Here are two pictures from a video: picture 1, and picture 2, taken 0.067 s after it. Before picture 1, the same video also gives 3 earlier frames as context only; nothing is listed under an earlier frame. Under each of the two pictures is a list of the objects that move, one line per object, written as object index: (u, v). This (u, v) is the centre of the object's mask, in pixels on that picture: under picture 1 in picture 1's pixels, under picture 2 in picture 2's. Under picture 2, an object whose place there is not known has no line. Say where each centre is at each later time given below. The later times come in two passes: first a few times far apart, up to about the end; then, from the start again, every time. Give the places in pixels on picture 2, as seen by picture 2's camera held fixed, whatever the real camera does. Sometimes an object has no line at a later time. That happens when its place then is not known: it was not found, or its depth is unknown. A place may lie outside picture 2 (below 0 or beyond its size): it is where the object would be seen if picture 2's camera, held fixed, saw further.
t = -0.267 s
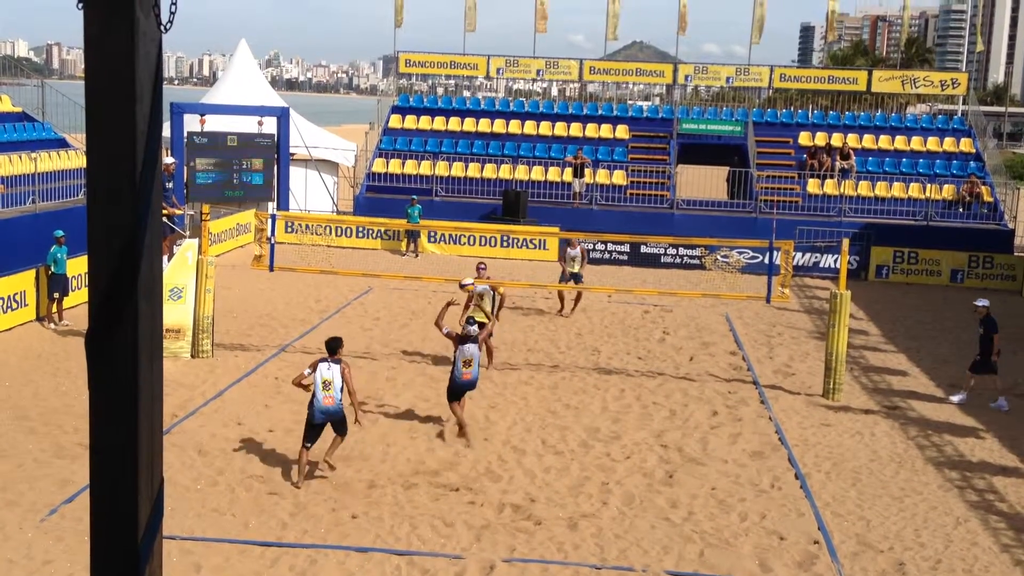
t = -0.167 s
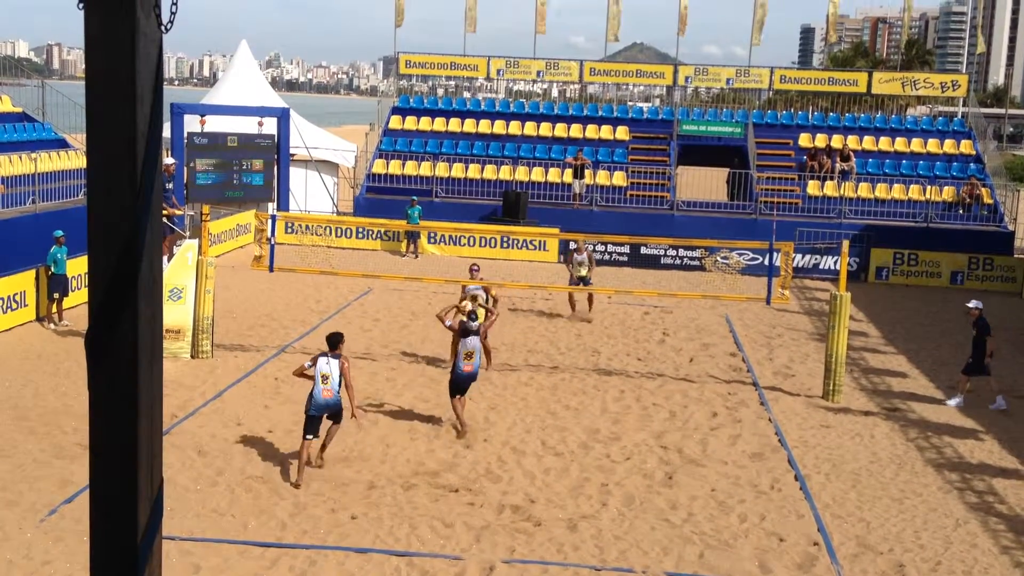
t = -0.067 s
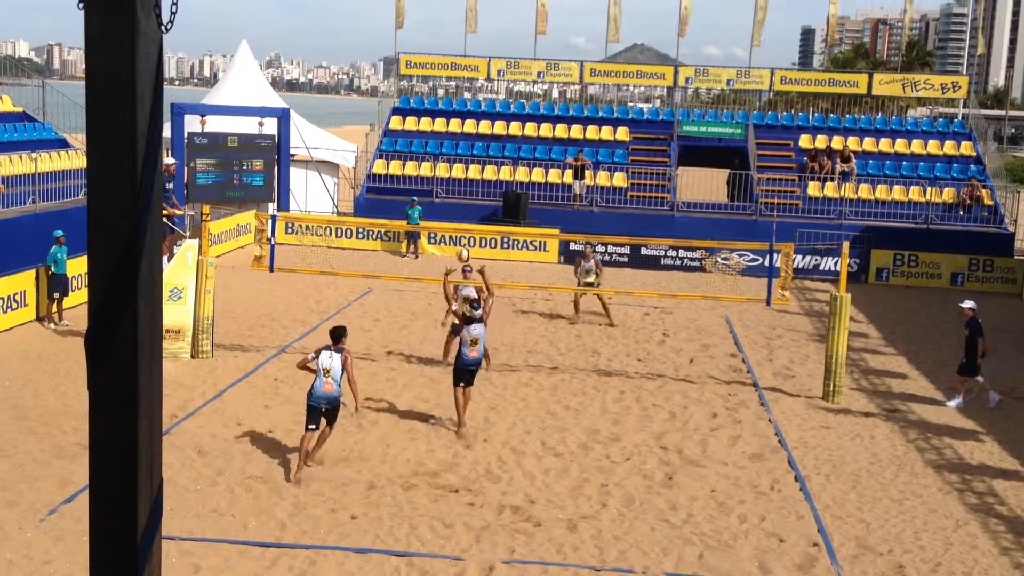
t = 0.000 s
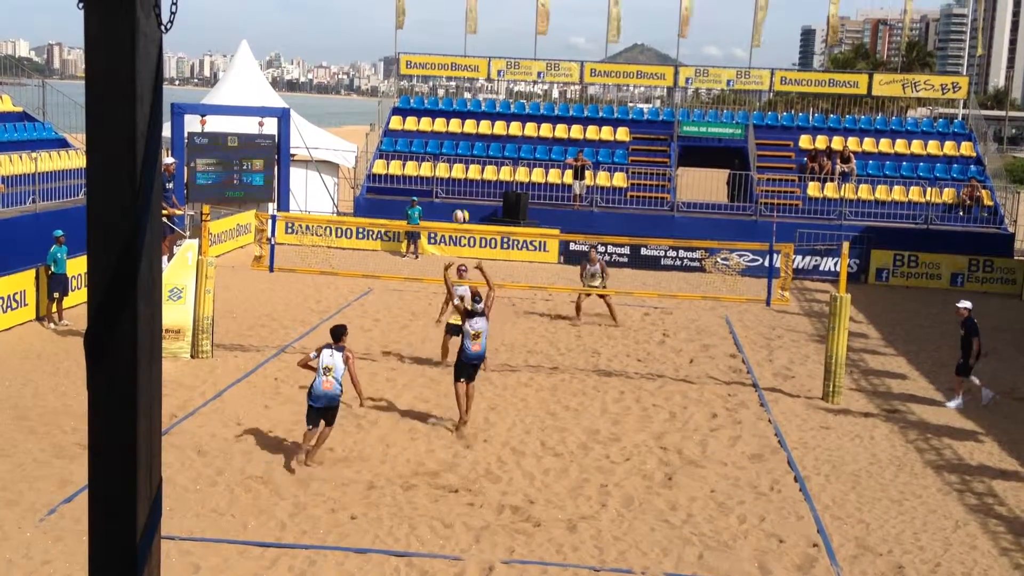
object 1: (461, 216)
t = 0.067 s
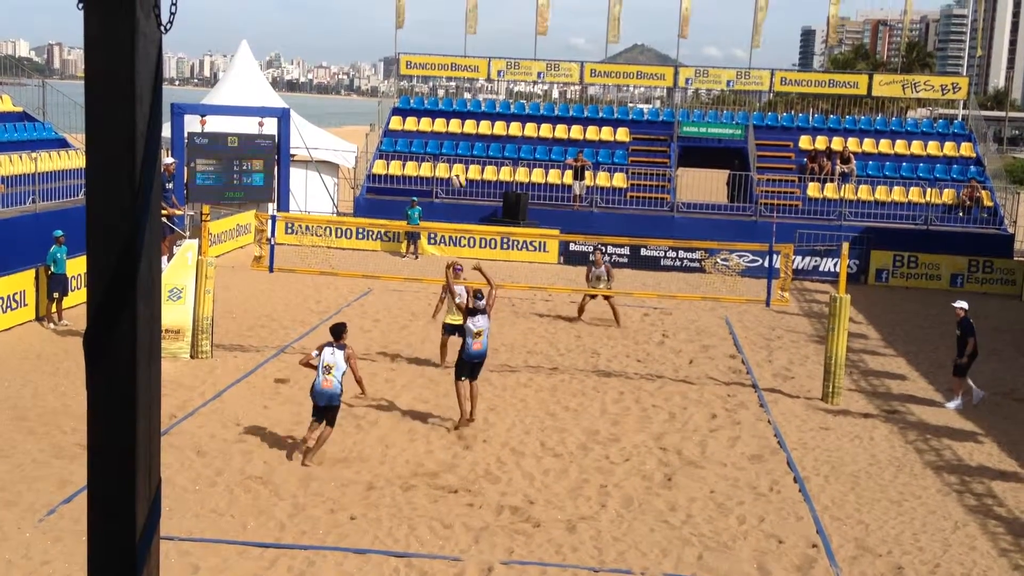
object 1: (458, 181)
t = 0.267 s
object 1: (449, 97)
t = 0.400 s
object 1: (443, 57)
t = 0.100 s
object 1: (456, 165)
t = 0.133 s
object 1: (455, 150)
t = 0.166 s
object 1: (453, 135)
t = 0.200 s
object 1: (452, 123)
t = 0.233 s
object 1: (450, 109)
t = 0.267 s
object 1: (449, 97)
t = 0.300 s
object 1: (447, 85)
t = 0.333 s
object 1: (446, 75)
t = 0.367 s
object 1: (444, 65)
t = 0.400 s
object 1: (443, 57)
